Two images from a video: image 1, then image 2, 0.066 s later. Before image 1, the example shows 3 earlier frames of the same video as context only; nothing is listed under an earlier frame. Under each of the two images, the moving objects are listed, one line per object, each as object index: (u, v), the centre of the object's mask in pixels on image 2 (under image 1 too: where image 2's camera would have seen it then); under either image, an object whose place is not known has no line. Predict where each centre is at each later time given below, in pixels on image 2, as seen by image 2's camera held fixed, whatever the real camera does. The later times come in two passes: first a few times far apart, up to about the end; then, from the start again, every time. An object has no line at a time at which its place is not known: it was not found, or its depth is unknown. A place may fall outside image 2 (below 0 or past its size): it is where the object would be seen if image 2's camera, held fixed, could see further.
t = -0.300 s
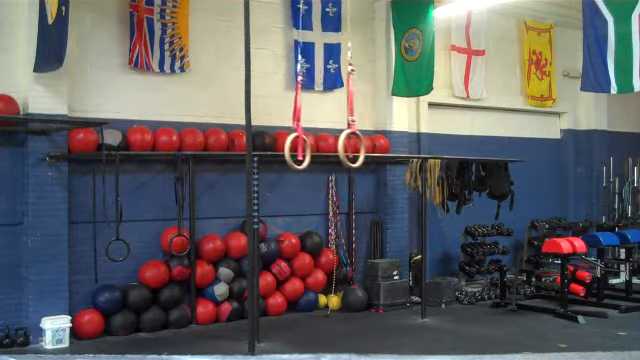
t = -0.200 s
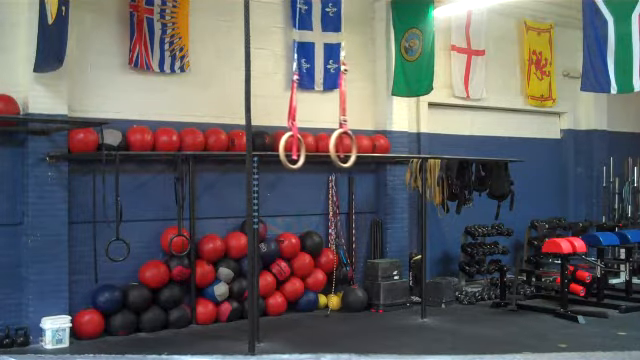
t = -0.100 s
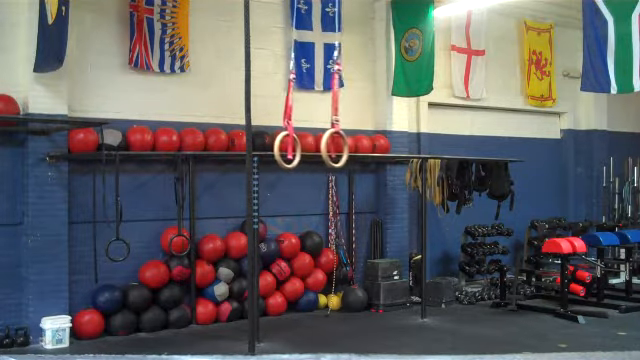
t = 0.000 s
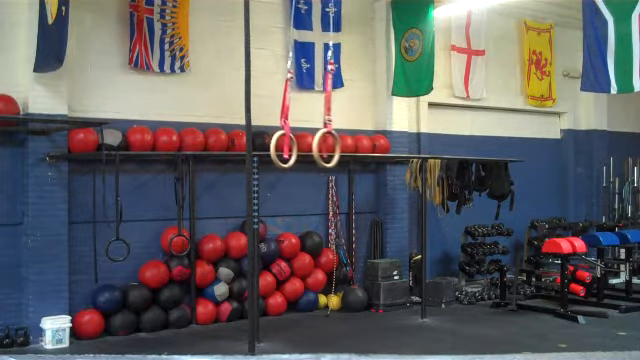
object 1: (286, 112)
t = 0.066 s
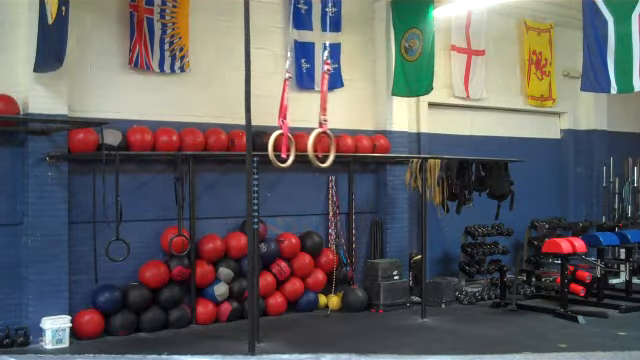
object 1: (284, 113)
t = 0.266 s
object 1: (282, 117)
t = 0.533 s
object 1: (285, 114)
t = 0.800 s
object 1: (296, 123)
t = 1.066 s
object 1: (310, 125)
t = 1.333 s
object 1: (324, 130)
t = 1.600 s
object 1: (331, 130)
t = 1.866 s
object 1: (332, 128)
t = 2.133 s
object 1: (326, 133)
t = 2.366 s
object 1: (316, 132)
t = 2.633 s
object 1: (301, 127)
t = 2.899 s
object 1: (289, 115)
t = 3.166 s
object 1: (282, 115)
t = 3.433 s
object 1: (283, 115)
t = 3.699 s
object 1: (291, 113)
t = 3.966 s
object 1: (305, 125)
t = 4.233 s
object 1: (319, 134)
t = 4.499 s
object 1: (329, 132)
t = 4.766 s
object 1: (332, 128)
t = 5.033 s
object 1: (329, 131)
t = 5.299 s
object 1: (319, 130)
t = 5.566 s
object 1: (305, 128)
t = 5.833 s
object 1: (291, 116)
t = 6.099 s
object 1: (283, 113)
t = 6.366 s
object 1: (282, 115)
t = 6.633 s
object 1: (288, 128)
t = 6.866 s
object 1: (300, 126)
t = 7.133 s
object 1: (315, 131)
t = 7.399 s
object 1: (327, 133)
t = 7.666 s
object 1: (332, 127)
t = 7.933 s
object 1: (331, 126)
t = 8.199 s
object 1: (323, 131)
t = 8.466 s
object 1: (310, 128)
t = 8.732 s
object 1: (295, 126)
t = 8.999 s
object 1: (285, 114)
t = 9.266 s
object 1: (282, 116)
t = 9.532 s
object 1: (285, 128)
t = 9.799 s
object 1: (297, 127)
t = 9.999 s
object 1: (308, 129)
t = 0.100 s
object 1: (284, 112)
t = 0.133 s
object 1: (283, 112)
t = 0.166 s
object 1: (282, 114)
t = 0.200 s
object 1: (282, 116)
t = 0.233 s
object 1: (282, 117)
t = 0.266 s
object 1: (282, 117)
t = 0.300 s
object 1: (282, 117)
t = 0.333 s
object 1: (282, 117)
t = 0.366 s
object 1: (282, 117)
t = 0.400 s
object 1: (282, 117)
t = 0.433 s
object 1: (283, 116)
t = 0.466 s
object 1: (284, 114)
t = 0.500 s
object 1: (284, 114)
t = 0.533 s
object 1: (285, 114)
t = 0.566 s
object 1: (286, 112)
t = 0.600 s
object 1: (287, 115)
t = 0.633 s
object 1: (288, 113)
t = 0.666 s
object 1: (290, 113)
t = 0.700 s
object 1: (291, 115)
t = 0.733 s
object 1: (292, 124)
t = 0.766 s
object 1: (294, 124)
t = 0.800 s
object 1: (296, 123)
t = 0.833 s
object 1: (298, 112)
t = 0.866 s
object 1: (299, 110)
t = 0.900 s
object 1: (301, 110)
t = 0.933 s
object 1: (303, 124)
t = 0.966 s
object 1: (304, 124)
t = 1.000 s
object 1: (306, 123)
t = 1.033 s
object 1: (308, 125)
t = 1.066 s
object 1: (310, 125)
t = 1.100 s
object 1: (312, 126)
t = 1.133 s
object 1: (314, 132)
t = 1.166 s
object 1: (315, 128)
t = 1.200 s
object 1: (317, 132)
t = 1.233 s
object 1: (319, 132)
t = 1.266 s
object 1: (321, 132)
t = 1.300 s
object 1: (322, 131)
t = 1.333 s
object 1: (324, 130)
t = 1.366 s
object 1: (325, 132)
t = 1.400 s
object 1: (327, 135)
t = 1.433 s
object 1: (328, 132)
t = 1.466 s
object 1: (329, 132)
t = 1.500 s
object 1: (329, 132)
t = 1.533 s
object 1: (330, 131)
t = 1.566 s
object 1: (331, 130)
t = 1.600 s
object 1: (331, 130)
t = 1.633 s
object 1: (332, 131)
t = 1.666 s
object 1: (332, 130)
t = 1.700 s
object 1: (332, 128)
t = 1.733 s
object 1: (332, 128)
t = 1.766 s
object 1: (332, 128)
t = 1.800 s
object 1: (333, 128)
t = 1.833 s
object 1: (332, 128)
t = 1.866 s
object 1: (332, 128)
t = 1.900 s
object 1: (332, 129)
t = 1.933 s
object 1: (331, 129)
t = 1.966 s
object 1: (331, 130)
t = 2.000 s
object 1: (330, 131)
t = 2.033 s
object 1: (329, 132)
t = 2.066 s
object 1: (328, 131)
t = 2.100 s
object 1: (327, 132)
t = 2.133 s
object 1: (326, 133)
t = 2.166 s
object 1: (325, 133)
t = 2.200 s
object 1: (324, 132)
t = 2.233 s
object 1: (322, 132)
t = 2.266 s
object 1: (321, 131)
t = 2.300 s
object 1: (319, 129)
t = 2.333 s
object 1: (318, 133)
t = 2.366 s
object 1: (316, 132)
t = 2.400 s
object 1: (314, 129)
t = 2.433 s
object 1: (312, 129)
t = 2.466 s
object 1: (310, 128)
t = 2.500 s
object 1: (309, 128)
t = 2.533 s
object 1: (307, 127)
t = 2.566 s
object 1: (305, 114)
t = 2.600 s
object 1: (303, 114)
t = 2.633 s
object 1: (301, 127)
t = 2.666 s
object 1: (300, 114)
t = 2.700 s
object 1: (298, 112)
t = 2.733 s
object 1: (296, 116)
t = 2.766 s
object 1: (294, 126)
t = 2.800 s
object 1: (293, 126)
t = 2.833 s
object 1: (291, 127)
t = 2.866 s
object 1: (290, 112)
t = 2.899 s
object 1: (289, 115)
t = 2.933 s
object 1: (288, 114)
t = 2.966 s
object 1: (287, 114)
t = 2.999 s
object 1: (286, 113)
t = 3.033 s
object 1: (285, 113)
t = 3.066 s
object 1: (285, 111)
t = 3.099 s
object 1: (284, 110)
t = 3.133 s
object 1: (283, 113)
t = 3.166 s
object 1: (282, 115)
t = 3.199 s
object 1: (282, 117)
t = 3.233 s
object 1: (282, 117)
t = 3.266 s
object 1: (282, 118)
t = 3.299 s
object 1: (282, 117)
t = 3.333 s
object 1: (282, 118)
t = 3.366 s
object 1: (282, 117)
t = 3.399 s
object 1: (283, 116)
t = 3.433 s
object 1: (283, 115)
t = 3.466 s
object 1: (284, 115)
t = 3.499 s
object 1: (285, 114)
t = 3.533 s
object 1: (285, 113)
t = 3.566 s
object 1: (286, 112)
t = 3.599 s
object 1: (287, 113)
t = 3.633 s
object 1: (289, 114)
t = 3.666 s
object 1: (290, 114)
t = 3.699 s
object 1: (291, 113)
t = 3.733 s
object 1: (293, 113)
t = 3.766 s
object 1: (294, 113)
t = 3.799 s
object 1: (296, 123)
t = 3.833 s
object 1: (297, 124)
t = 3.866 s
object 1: (299, 124)
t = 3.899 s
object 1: (301, 126)
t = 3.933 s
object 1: (303, 125)
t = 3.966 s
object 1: (305, 125)
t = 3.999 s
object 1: (306, 125)
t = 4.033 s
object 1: (308, 127)
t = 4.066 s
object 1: (310, 126)
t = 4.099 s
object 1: (312, 127)
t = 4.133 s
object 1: (314, 131)
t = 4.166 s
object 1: (316, 133)
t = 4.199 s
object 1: (318, 134)
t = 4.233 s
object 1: (319, 134)
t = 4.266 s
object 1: (321, 133)
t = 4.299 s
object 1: (322, 133)
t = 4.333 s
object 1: (324, 133)
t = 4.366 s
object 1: (325, 135)
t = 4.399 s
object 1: (327, 135)
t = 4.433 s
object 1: (327, 133)
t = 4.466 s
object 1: (328, 133)
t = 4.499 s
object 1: (329, 132)
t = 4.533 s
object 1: (330, 130)
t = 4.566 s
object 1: (331, 131)
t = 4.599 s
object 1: (331, 130)
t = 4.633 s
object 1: (332, 131)
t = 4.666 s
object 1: (332, 128)
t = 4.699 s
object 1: (332, 126)
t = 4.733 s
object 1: (332, 126)
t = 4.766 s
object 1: (332, 128)
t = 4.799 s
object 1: (332, 125)
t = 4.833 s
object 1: (332, 128)
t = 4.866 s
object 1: (332, 126)
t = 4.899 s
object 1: (332, 126)
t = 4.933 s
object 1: (331, 126)
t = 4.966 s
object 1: (331, 129)
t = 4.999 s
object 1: (330, 130)
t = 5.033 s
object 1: (329, 131)
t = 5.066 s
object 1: (328, 131)
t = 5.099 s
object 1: (327, 132)
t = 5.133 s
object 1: (326, 132)
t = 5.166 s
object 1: (325, 132)
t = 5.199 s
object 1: (324, 134)
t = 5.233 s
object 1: (322, 134)
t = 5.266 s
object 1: (321, 130)
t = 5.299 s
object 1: (319, 130)
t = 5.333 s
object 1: (317, 129)
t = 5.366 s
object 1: (316, 133)
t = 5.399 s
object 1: (314, 132)
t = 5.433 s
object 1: (312, 132)
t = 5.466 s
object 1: (310, 128)
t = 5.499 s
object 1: (308, 127)
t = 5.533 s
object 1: (306, 127)
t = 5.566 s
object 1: (305, 128)
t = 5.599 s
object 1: (303, 128)
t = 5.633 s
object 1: (301, 119)
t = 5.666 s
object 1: (300, 112)
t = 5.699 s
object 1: (298, 112)
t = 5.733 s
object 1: (296, 126)
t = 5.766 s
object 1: (294, 126)
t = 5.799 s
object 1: (293, 112)
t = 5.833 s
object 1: (291, 116)
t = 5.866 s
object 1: (290, 127)
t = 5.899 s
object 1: (289, 115)
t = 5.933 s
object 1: (288, 115)
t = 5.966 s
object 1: (287, 113)
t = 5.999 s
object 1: (286, 113)
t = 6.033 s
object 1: (285, 112)
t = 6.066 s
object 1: (284, 111)
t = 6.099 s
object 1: (283, 113)
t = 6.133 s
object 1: (283, 113)
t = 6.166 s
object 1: (283, 113)
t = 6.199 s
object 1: (283, 114)
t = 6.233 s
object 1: (282, 114)
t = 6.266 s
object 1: (282, 114)
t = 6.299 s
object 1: (282, 116)
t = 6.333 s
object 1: (282, 116)
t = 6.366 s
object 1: (282, 115)
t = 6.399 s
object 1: (283, 115)
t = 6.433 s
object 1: (283, 114)
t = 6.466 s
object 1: (284, 117)
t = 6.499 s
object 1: (285, 115)
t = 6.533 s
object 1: (286, 116)
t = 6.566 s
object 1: (286, 125)
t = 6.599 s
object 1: (288, 116)
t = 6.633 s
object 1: (288, 128)
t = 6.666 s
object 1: (290, 130)
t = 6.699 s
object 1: (291, 126)
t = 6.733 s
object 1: (293, 128)
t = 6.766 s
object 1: (294, 125)
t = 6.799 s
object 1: (296, 125)
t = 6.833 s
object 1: (298, 125)
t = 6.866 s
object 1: (300, 126)
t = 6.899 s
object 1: (302, 113)
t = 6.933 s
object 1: (304, 115)
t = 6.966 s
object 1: (306, 116)
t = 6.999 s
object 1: (307, 127)
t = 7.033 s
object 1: (309, 129)
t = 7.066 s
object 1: (311, 128)
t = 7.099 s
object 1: (313, 130)
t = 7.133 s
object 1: (315, 131)
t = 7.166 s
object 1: (316, 132)
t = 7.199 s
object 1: (318, 134)
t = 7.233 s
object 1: (320, 134)
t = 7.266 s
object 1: (321, 132)
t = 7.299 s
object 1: (323, 133)
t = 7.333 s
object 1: (324, 134)
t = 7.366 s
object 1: (325, 134)
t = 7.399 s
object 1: (327, 133)
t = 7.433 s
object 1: (328, 132)
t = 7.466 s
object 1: (329, 133)
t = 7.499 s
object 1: (330, 131)
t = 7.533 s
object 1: (331, 131)
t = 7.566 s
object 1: (331, 131)
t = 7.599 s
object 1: (332, 128)
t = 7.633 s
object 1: (332, 127)
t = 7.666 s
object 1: (332, 127)
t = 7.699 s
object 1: (333, 127)
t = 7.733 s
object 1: (333, 127)
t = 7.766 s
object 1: (333, 127)
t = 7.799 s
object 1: (333, 127)
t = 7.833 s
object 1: (333, 127)
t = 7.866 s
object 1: (332, 126)
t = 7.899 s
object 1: (332, 127)
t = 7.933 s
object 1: (331, 126)
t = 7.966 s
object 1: (331, 127)
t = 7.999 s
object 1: (330, 128)
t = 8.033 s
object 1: (329, 128)
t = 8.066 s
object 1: (328, 130)
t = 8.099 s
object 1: (327, 132)
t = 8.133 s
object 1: (326, 132)
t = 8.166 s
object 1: (325, 131)
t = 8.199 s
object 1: (323, 131)
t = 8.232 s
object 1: (322, 132)
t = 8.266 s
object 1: (320, 130)
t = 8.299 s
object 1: (319, 131)
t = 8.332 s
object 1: (317, 130)
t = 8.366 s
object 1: (315, 130)
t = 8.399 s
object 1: (314, 129)
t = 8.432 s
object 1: (312, 127)
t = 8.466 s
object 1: (310, 128)
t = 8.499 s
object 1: (308, 128)
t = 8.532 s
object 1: (306, 111)
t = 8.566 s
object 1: (304, 119)
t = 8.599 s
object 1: (302, 128)
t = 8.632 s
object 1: (300, 127)
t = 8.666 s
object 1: (299, 112)
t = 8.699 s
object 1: (297, 126)
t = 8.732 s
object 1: (295, 126)
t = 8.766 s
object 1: (294, 126)
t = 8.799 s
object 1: (292, 125)
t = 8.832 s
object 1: (290, 125)
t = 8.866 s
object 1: (289, 125)
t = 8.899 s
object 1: (288, 115)
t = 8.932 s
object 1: (287, 115)
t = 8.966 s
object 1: (286, 116)
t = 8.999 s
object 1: (285, 114)
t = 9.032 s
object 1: (284, 114)
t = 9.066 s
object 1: (284, 113)
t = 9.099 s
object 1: (283, 113)
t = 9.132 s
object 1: (282, 115)
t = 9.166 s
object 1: (282, 115)
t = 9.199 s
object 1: (282, 115)
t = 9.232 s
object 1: (282, 116)
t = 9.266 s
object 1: (282, 116)
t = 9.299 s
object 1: (282, 116)
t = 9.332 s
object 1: (282, 117)
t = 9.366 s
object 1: (282, 116)
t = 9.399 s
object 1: (283, 116)
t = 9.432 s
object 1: (283, 117)
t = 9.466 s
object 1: (284, 115)
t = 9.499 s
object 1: (284, 129)
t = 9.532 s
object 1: (285, 128)
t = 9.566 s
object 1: (287, 127)
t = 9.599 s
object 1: (288, 117)
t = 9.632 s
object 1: (290, 117)
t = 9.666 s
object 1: (291, 130)
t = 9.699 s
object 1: (292, 128)
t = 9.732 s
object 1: (294, 127)
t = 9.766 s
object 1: (296, 126)
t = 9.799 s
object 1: (297, 127)
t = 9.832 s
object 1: (299, 126)
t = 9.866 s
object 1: (301, 127)
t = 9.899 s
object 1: (303, 127)
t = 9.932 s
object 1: (305, 128)
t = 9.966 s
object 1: (307, 128)
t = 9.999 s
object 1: (308, 129)
